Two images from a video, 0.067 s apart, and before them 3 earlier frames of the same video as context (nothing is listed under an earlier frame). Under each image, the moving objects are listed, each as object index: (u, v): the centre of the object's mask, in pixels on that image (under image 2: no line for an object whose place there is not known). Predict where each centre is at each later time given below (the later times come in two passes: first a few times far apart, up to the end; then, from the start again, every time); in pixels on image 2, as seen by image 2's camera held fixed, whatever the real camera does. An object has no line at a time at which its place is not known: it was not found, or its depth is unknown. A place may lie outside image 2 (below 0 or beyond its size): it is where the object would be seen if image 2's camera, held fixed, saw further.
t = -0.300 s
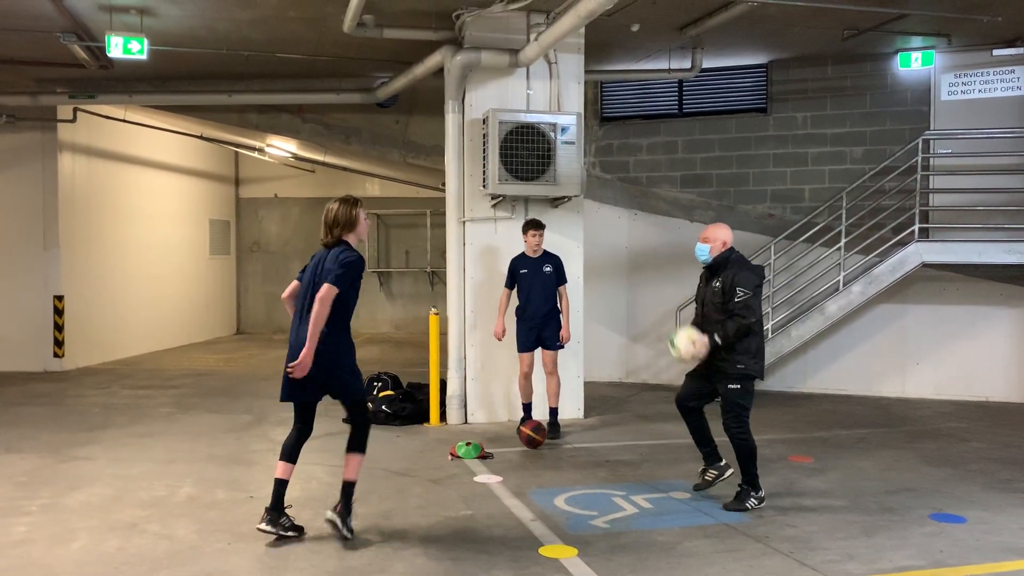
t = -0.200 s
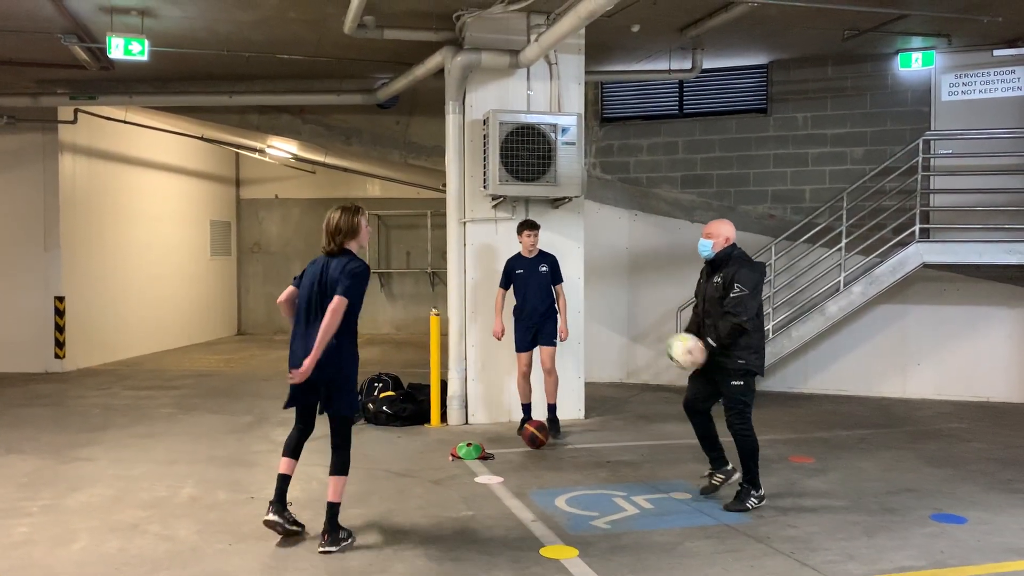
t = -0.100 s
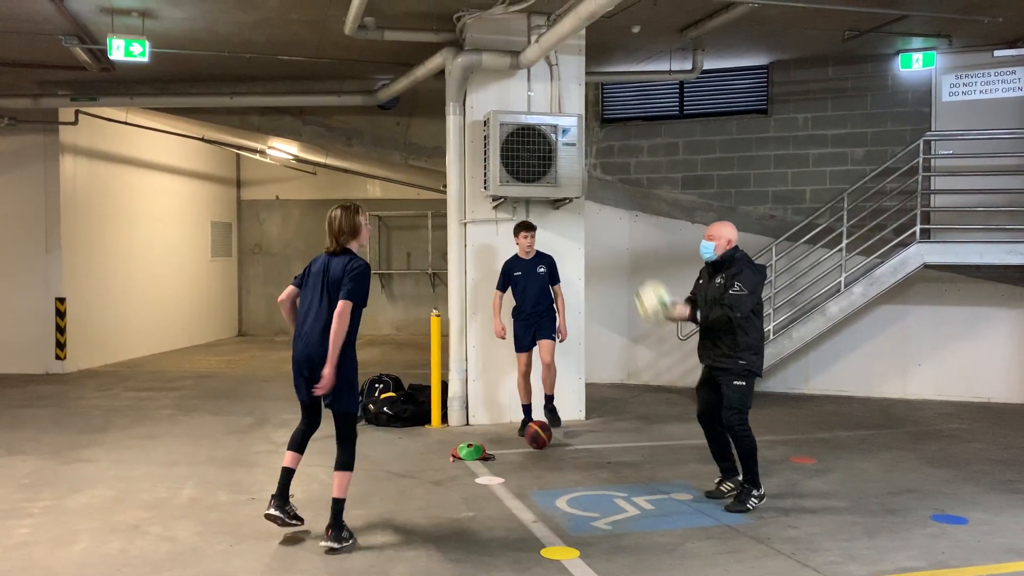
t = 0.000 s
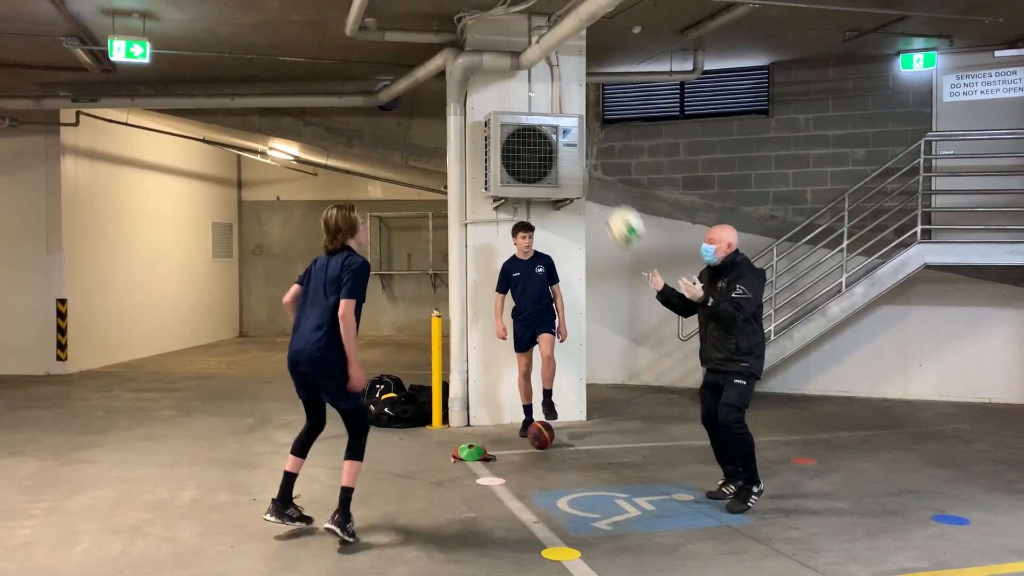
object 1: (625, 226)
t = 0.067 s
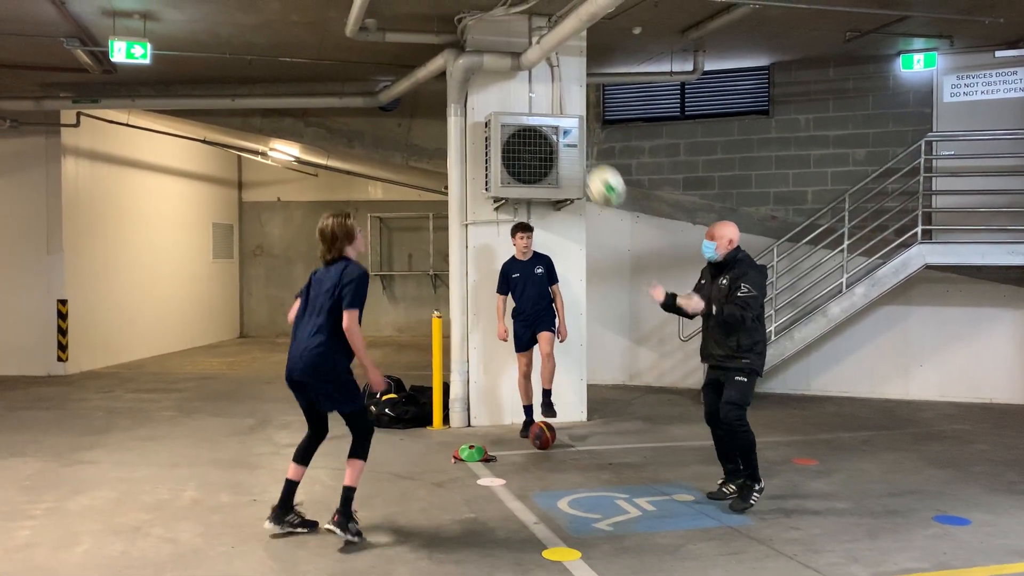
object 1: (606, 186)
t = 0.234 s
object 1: (553, 112)
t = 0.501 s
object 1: (471, 88)
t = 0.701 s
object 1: (410, 149)
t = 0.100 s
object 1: (596, 168)
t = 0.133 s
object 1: (586, 151)
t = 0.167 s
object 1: (576, 138)
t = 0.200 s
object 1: (564, 124)
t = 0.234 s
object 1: (553, 112)
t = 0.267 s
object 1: (544, 102)
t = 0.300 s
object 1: (532, 95)
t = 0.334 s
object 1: (521, 89)
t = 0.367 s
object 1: (512, 85)
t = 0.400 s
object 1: (502, 83)
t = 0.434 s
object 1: (491, 83)
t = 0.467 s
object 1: (481, 84)
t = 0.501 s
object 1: (471, 88)
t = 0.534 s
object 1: (460, 94)
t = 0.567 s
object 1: (449, 101)
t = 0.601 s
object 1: (439, 110)
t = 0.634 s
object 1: (429, 122)
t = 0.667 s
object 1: (420, 134)
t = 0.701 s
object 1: (410, 149)
